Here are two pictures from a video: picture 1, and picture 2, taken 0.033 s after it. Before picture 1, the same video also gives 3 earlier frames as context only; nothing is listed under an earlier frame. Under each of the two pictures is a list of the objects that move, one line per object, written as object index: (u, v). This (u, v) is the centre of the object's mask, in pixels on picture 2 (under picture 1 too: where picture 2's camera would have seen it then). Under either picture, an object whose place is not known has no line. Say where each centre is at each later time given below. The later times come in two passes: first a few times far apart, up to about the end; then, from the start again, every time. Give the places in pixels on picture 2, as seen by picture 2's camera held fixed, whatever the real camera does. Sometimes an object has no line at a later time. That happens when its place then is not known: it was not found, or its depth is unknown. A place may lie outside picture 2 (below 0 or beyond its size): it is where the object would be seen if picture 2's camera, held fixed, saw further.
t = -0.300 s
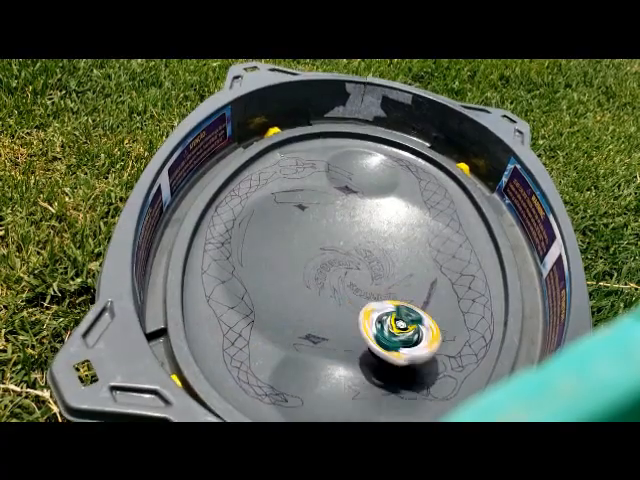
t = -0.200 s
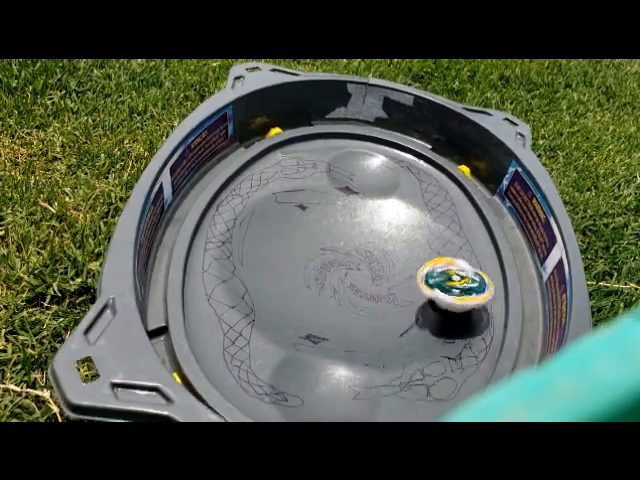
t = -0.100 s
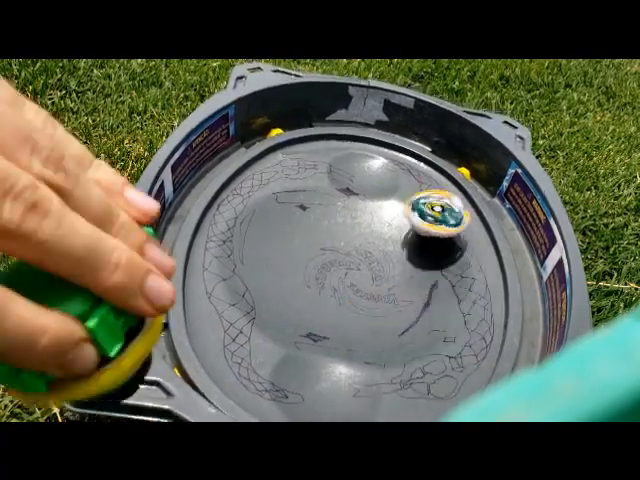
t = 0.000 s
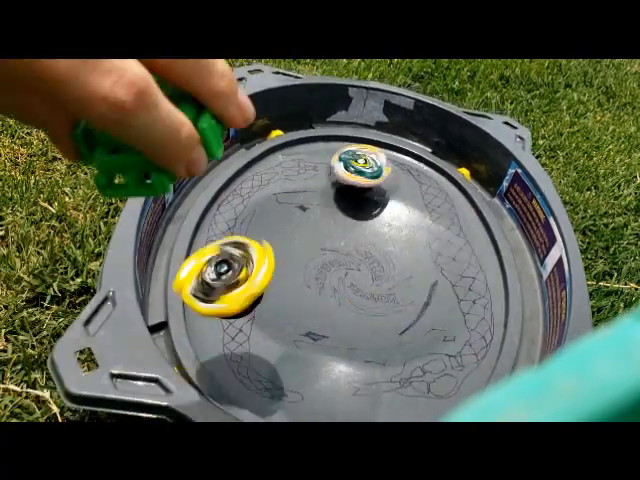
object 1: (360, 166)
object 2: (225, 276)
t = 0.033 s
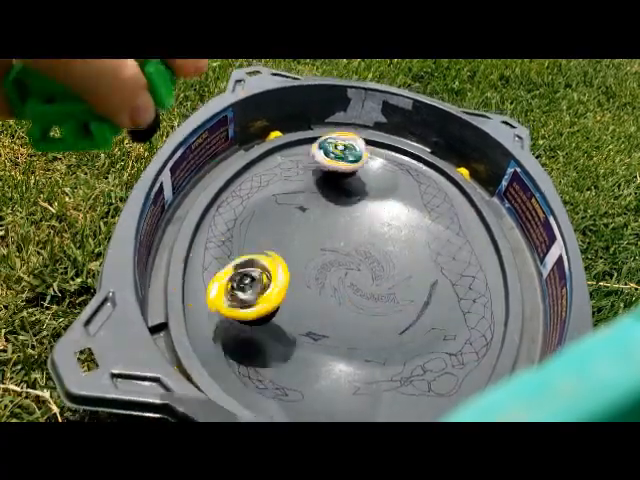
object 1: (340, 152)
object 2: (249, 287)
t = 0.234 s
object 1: (282, 139)
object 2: (410, 155)
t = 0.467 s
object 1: (266, 174)
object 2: (390, 167)
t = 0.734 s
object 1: (367, 312)
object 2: (329, 206)
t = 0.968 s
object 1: (462, 229)
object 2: (321, 387)
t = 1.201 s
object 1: (301, 214)
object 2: (478, 341)
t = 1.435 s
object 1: (341, 360)
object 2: (433, 344)
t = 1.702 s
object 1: (335, 385)
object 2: (485, 324)
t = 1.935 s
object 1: (300, 361)
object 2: (479, 267)
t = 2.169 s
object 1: (358, 342)
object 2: (311, 201)
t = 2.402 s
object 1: (374, 271)
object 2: (226, 342)
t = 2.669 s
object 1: (324, 215)
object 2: (395, 395)
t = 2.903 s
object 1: (309, 263)
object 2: (469, 357)
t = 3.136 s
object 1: (402, 292)
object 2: (472, 303)
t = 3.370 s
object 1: (337, 238)
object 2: (489, 293)
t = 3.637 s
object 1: (292, 263)
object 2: (419, 243)
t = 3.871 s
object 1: (379, 283)
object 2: (263, 269)
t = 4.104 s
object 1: (390, 244)
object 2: (258, 370)
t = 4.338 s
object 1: (333, 249)
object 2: (259, 372)
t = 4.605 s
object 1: (335, 305)
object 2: (268, 358)
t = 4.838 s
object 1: (385, 296)
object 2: (354, 391)
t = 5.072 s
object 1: (346, 250)
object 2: (421, 276)
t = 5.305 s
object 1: (304, 250)
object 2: (319, 188)
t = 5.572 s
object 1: (350, 274)
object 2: (284, 288)
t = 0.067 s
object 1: (328, 141)
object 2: (280, 275)
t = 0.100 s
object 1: (317, 132)
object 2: (311, 251)
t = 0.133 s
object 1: (306, 129)
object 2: (343, 221)
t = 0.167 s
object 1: (292, 131)
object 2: (371, 193)
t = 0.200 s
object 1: (284, 132)
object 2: (390, 170)
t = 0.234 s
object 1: (282, 139)
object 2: (410, 155)
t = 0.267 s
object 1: (279, 145)
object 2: (420, 144)
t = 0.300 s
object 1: (277, 150)
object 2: (418, 141)
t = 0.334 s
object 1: (273, 154)
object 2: (415, 146)
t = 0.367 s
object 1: (273, 159)
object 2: (410, 151)
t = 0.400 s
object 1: (269, 163)
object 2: (406, 158)
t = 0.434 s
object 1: (268, 170)
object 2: (398, 163)
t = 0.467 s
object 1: (266, 174)
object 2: (390, 167)
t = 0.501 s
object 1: (263, 190)
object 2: (379, 169)
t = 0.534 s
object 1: (262, 202)
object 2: (371, 170)
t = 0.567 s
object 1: (262, 221)
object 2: (364, 169)
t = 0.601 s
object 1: (268, 246)
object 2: (363, 169)
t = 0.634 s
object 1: (278, 268)
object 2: (360, 173)
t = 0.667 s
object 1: (299, 287)
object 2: (355, 180)
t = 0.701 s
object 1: (331, 304)
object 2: (344, 192)
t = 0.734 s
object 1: (367, 312)
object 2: (329, 206)
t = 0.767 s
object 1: (402, 311)
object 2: (313, 223)
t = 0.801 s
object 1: (433, 306)
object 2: (296, 243)
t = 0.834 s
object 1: (459, 293)
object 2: (283, 264)
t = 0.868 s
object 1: (472, 275)
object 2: (282, 287)
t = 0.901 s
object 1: (476, 259)
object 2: (294, 311)
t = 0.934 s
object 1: (473, 243)
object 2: (307, 344)
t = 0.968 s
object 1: (462, 229)
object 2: (321, 387)
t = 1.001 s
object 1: (446, 216)
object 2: (359, 398)
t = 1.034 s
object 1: (424, 203)
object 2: (394, 388)
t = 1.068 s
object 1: (398, 196)
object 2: (423, 381)
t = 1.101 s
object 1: (370, 196)
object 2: (445, 374)
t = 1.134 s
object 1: (342, 196)
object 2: (460, 360)
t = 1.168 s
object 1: (318, 201)
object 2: (471, 349)
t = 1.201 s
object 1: (301, 214)
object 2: (478, 341)
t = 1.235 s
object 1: (282, 228)
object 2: (480, 334)
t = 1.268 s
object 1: (269, 253)
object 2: (479, 332)
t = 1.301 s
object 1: (270, 266)
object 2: (474, 332)
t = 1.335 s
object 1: (274, 291)
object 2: (464, 333)
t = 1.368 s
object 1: (293, 304)
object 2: (454, 336)
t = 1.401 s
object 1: (314, 333)
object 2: (444, 339)
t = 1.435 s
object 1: (341, 360)
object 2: (433, 344)
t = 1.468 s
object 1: (353, 384)
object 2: (422, 349)
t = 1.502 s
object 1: (339, 388)
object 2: (440, 344)
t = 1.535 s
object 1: (323, 391)
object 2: (452, 351)
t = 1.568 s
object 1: (315, 389)
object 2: (465, 358)
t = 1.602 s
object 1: (314, 388)
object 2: (478, 353)
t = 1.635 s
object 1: (322, 385)
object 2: (478, 344)
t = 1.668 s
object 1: (330, 384)
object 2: (482, 334)
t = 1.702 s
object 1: (335, 385)
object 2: (485, 324)
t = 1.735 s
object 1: (336, 383)
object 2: (487, 318)
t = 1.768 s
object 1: (336, 371)
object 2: (491, 310)
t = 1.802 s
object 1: (330, 363)
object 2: (489, 301)
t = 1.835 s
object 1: (322, 356)
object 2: (488, 296)
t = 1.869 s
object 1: (313, 352)
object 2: (487, 288)
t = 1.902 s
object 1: (305, 354)
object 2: (484, 280)
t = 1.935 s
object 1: (300, 361)
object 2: (479, 267)
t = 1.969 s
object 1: (301, 375)
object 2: (467, 255)
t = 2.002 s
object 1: (313, 380)
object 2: (452, 242)
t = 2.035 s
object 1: (329, 384)
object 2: (430, 227)
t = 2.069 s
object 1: (346, 382)
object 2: (404, 212)
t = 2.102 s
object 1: (358, 372)
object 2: (372, 203)
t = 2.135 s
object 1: (362, 358)
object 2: (341, 198)
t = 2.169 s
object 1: (358, 342)
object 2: (311, 201)
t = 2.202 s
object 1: (353, 329)
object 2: (281, 206)
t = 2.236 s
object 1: (352, 318)
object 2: (259, 220)
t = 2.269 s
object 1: (354, 309)
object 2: (242, 238)
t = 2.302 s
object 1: (359, 300)
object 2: (237, 261)
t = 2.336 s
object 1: (366, 290)
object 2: (232, 290)
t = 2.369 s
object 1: (372, 281)
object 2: (228, 317)
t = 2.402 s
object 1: (374, 271)
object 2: (226, 342)
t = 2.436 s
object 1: (373, 260)
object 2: (237, 358)
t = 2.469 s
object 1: (370, 251)
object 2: (257, 376)
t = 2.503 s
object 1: (366, 242)
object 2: (279, 385)
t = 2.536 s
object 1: (359, 233)
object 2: (298, 390)
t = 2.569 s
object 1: (352, 226)
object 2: (320, 394)
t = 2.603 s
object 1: (343, 220)
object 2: (349, 395)
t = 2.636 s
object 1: (334, 216)
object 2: (375, 395)
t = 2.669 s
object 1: (324, 215)
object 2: (395, 395)
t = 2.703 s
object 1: (315, 216)
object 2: (407, 393)
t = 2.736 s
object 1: (308, 219)
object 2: (420, 391)
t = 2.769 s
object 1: (302, 225)
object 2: (433, 384)
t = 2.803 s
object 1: (299, 233)
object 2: (445, 378)
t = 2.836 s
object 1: (299, 243)
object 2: (457, 371)
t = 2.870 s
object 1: (302, 253)
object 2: (463, 364)
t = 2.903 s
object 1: (309, 263)
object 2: (469, 357)
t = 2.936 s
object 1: (318, 273)
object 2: (473, 347)
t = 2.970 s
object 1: (331, 281)
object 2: (475, 340)
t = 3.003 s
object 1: (344, 288)
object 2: (478, 331)
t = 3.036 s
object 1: (359, 293)
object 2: (476, 324)
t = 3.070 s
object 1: (375, 295)
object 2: (477, 318)
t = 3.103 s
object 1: (390, 295)
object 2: (473, 310)
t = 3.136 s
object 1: (402, 292)
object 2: (472, 303)
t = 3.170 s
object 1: (394, 279)
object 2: (486, 300)
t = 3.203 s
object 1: (385, 269)
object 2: (497, 301)
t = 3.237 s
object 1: (378, 260)
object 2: (496, 298)
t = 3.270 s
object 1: (368, 252)
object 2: (498, 298)
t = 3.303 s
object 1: (356, 246)
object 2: (494, 294)
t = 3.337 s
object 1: (346, 242)
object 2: (493, 294)
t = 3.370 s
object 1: (337, 238)
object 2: (489, 293)
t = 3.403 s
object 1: (326, 234)
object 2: (487, 293)
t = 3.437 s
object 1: (314, 239)
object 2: (483, 292)
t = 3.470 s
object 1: (305, 239)
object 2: (481, 288)
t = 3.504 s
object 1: (298, 240)
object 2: (475, 283)
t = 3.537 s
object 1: (293, 238)
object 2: (468, 275)
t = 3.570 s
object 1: (289, 250)
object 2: (457, 266)
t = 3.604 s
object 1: (290, 257)
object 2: (439, 253)
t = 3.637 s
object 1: (292, 263)
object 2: (419, 243)
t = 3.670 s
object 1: (298, 270)
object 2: (394, 236)
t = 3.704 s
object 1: (308, 272)
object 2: (370, 231)
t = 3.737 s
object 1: (317, 278)
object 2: (347, 230)
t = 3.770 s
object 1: (329, 283)
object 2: (322, 231)
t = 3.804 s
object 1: (356, 287)
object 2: (280, 244)
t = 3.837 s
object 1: (367, 286)
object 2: (268, 254)
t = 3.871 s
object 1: (379, 283)
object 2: (263, 269)
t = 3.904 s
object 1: (387, 278)
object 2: (264, 283)
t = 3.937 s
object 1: (394, 274)
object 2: (270, 302)
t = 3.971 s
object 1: (401, 268)
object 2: (272, 322)
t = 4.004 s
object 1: (401, 260)
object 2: (275, 339)
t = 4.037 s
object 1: (400, 255)
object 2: (273, 353)
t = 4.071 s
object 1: (397, 248)
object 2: (264, 364)
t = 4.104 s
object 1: (390, 244)
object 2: (258, 370)
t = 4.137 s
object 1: (384, 240)
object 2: (259, 371)
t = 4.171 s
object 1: (376, 237)
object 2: (258, 371)
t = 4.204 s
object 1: (366, 237)
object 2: (259, 371)
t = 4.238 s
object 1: (357, 237)
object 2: (259, 371)
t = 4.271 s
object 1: (347, 240)
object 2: (256, 373)
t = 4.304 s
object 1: (338, 244)
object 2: (258, 372)
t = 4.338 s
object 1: (333, 249)
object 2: (259, 372)
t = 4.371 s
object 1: (325, 254)
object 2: (260, 374)
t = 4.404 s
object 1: (320, 262)
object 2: (262, 371)
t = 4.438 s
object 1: (317, 268)
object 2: (263, 369)
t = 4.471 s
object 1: (316, 276)
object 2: (265, 369)
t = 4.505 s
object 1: (320, 284)
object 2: (264, 364)
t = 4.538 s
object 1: (322, 290)
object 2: (267, 362)
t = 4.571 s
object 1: (327, 297)
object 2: (270, 360)
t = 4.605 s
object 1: (335, 305)
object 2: (268, 358)
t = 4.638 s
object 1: (344, 306)
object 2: (272, 356)
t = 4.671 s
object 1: (355, 313)
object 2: (274, 356)
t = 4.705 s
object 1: (364, 308)
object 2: (279, 362)
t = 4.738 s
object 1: (372, 306)
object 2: (283, 368)
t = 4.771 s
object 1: (377, 307)
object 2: (299, 381)
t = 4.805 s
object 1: (381, 302)
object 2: (324, 389)
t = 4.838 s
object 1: (385, 296)
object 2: (354, 391)
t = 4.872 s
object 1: (383, 286)
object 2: (377, 377)
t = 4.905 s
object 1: (380, 281)
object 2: (390, 354)
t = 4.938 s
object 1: (375, 272)
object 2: (396, 336)
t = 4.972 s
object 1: (371, 267)
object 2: (403, 325)
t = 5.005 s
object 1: (363, 260)
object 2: (409, 310)
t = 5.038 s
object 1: (354, 255)
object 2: (417, 293)
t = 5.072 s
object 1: (346, 250)
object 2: (421, 276)
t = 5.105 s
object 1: (337, 247)
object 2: (417, 257)
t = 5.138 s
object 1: (332, 244)
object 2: (410, 241)
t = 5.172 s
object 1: (323, 243)
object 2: (395, 224)
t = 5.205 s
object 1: (317, 242)
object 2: (377, 211)
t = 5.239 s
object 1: (309, 243)
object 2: (359, 200)
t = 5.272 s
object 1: (307, 247)
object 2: (339, 193)
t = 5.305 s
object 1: (304, 250)
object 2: (319, 188)
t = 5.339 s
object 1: (305, 254)
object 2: (299, 189)
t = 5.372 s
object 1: (306, 258)
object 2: (279, 193)
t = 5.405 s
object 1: (312, 264)
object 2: (264, 200)
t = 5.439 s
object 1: (318, 268)
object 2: (255, 214)
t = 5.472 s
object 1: (326, 271)
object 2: (250, 230)
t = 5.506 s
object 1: (333, 272)
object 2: (255, 249)
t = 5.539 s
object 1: (341, 275)
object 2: (267, 270)
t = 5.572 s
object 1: (350, 274)
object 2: (284, 288)
